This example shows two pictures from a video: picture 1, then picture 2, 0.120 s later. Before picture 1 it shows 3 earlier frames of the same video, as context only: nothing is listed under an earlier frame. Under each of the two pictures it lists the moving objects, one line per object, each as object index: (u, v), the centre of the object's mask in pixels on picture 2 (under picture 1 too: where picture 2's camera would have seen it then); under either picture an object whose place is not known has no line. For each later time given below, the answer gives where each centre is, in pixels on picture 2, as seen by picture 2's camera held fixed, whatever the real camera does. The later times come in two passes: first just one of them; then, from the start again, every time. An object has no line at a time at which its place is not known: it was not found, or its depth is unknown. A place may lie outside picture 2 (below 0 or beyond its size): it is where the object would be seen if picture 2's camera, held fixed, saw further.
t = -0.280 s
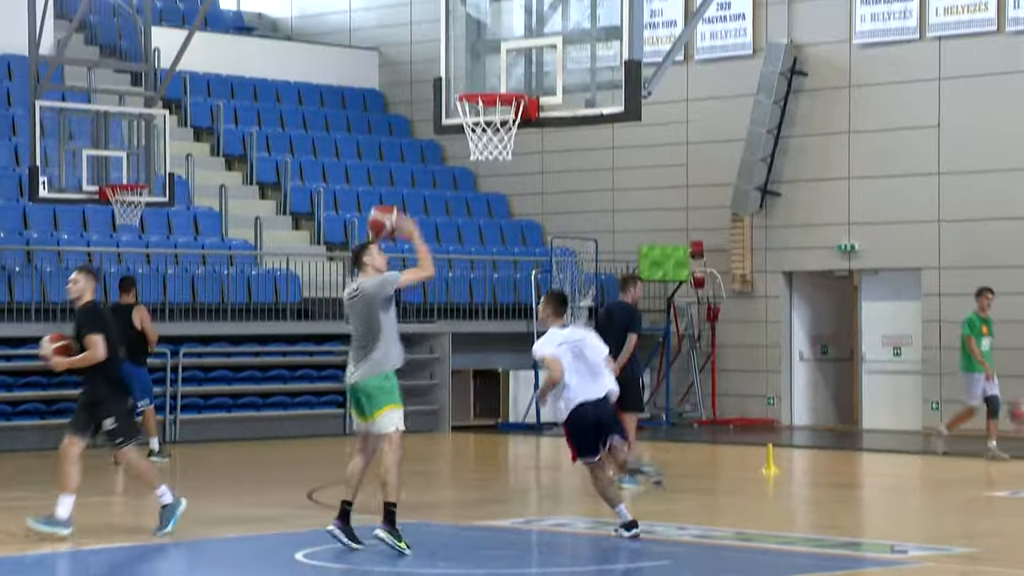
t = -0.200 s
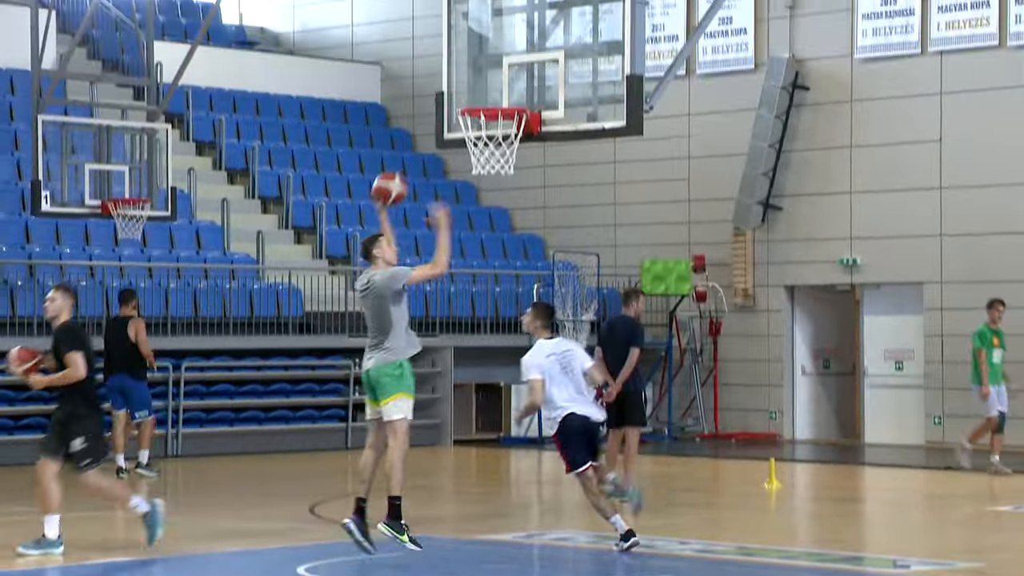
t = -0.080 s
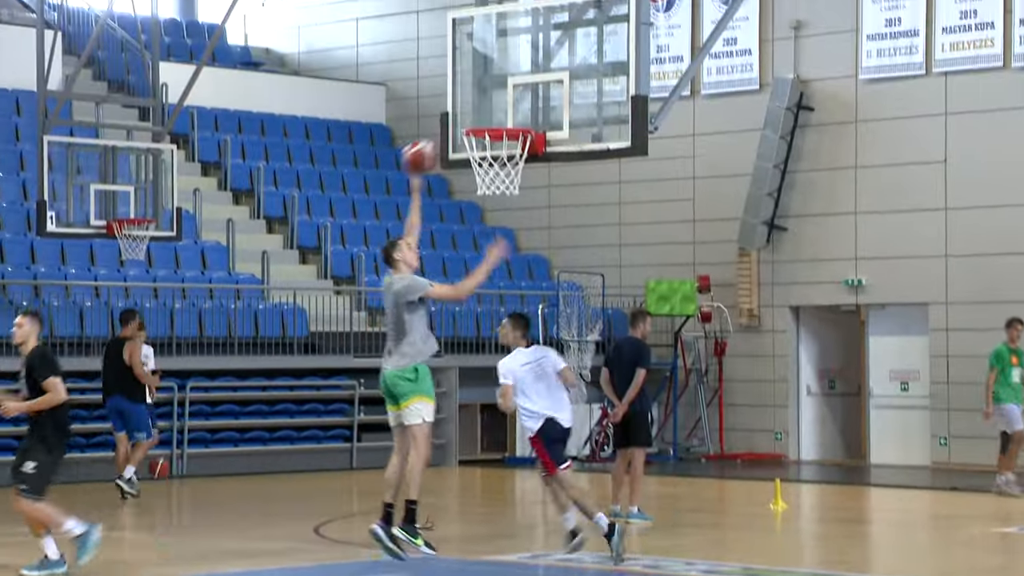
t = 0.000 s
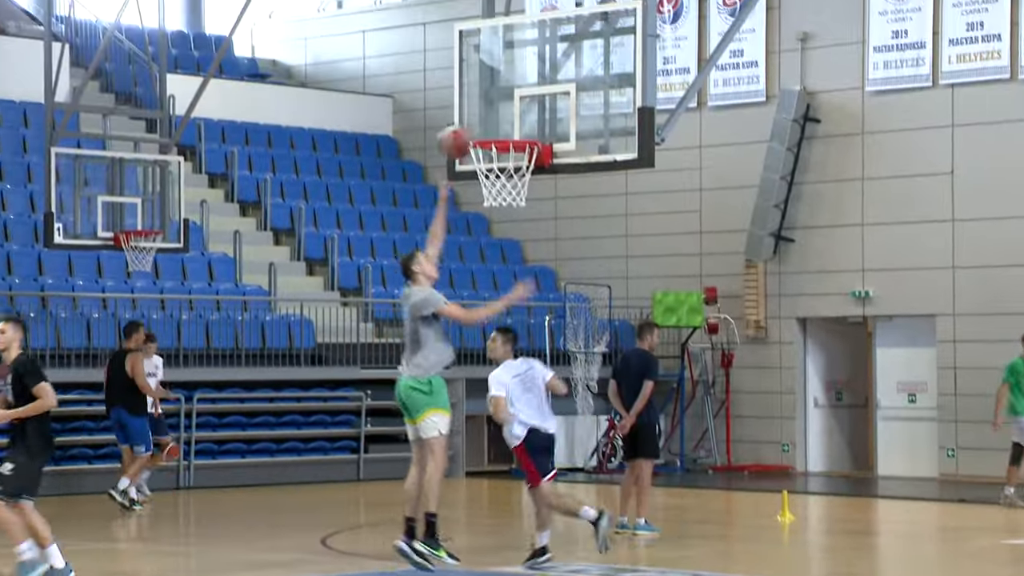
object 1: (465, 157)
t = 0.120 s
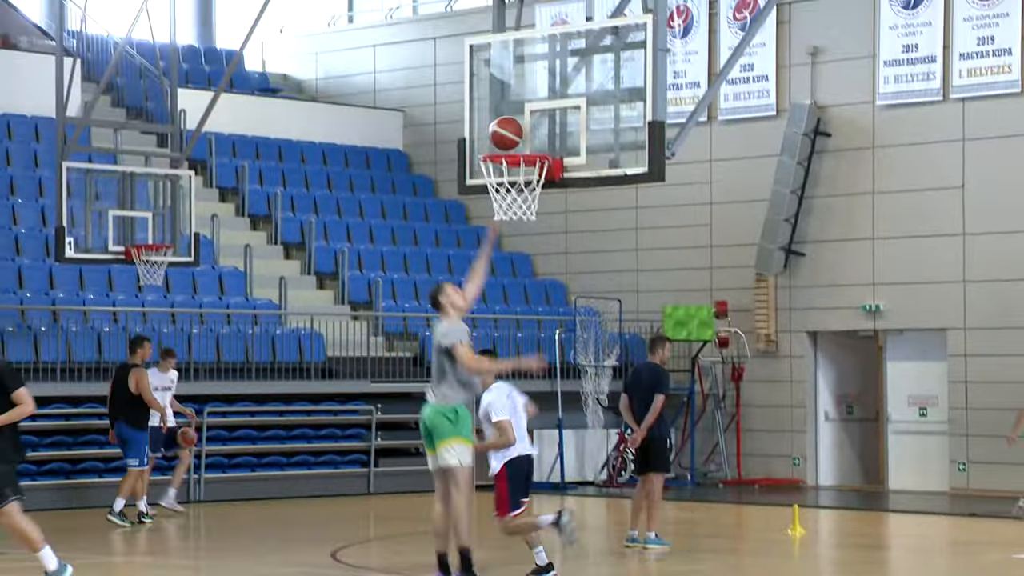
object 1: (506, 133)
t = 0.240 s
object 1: (502, 137)
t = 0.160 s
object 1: (504, 132)
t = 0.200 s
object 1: (503, 133)
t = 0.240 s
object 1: (502, 137)
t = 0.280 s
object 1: (501, 140)
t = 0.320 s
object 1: (500, 143)
